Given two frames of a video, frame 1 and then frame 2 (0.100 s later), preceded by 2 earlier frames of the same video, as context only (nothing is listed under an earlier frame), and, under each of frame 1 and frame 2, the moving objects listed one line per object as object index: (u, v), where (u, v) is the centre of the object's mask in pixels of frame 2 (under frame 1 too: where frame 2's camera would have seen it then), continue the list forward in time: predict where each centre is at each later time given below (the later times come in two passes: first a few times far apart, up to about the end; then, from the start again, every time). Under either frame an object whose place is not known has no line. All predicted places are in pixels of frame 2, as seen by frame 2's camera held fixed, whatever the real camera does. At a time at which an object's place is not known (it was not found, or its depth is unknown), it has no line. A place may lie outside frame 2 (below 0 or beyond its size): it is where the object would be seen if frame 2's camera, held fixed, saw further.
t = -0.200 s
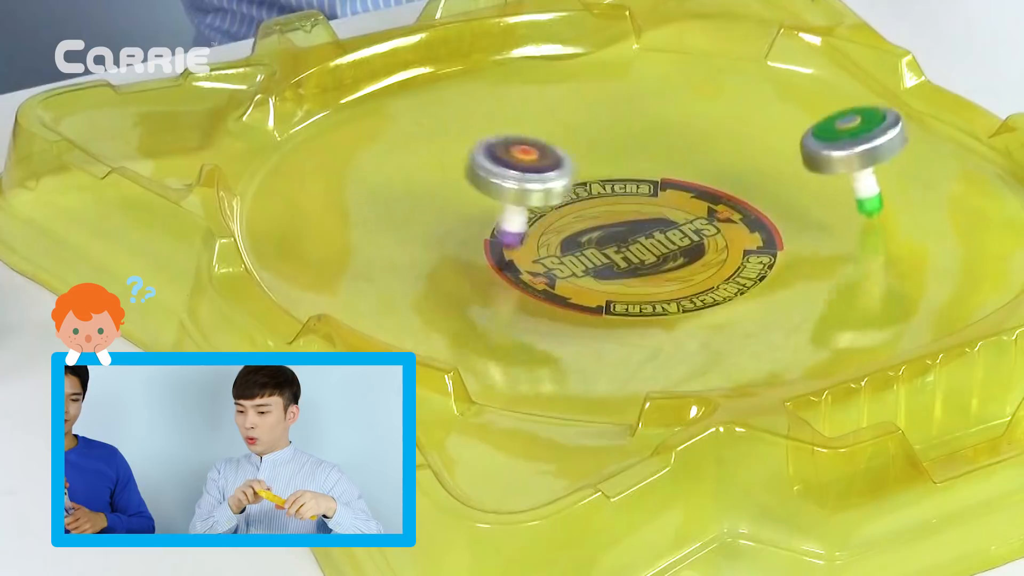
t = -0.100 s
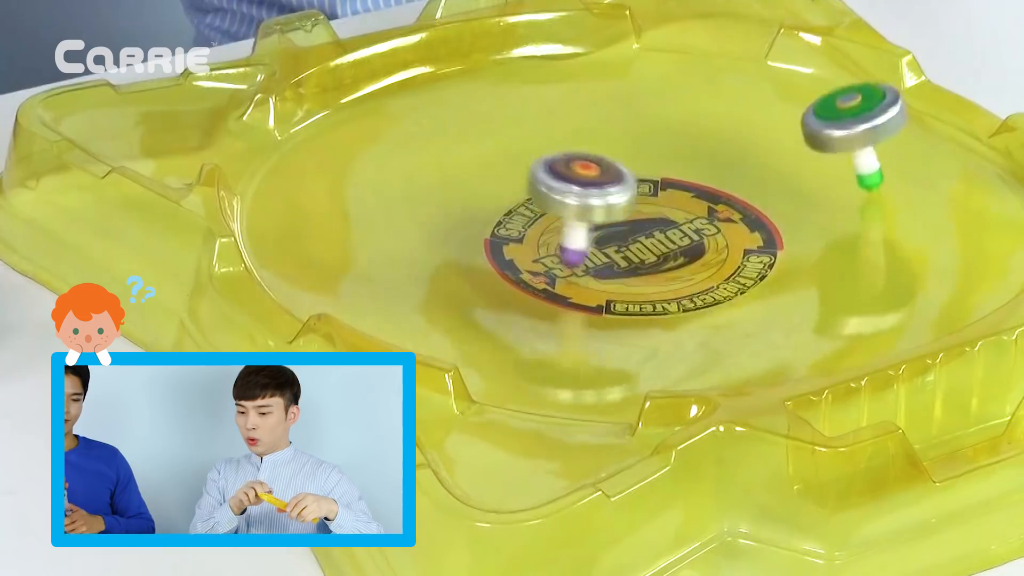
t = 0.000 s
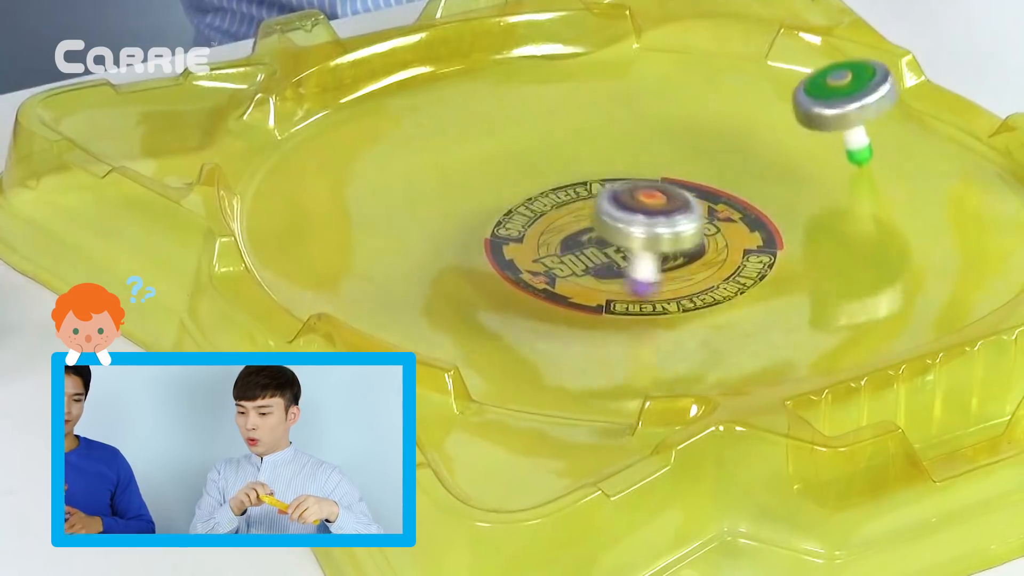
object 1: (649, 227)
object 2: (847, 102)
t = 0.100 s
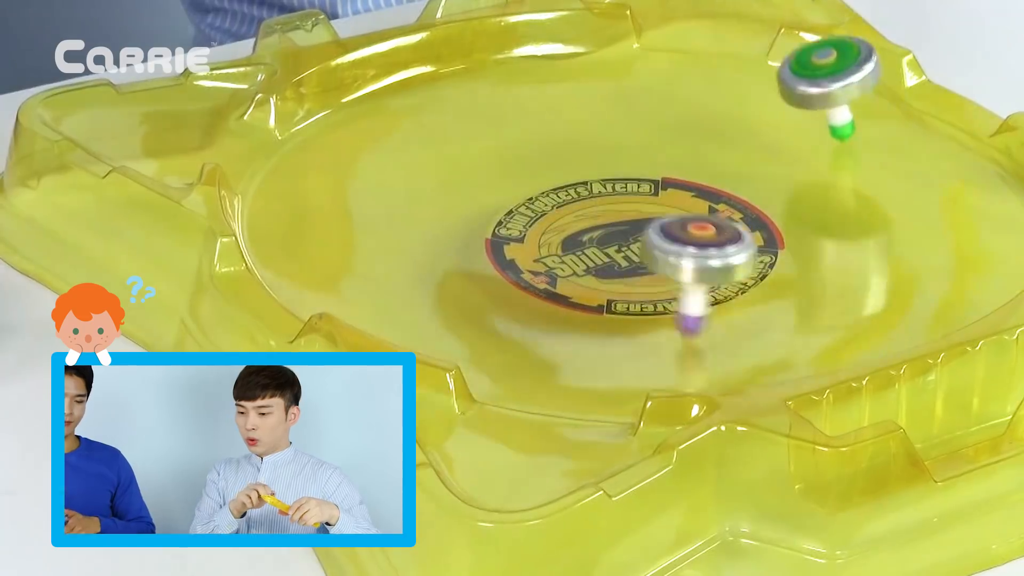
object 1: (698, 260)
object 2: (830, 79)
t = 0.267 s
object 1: (698, 307)
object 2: (786, 44)
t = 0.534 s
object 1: (647, 332)
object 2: (721, 28)
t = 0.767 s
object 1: (608, 288)
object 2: (606, 36)
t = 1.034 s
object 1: (641, 176)
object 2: (475, 62)
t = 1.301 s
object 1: (821, 90)
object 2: (408, 111)
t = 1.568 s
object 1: (975, 113)
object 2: (409, 164)
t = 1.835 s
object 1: (919, 196)
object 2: (492, 215)
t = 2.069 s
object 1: (733, 215)
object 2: (473, 242)
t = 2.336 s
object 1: (869, 132)
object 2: (315, 230)
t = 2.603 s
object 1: (869, 102)
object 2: (439, 217)
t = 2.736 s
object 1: (834, 97)
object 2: (518, 205)
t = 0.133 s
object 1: (704, 270)
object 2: (822, 72)
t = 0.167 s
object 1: (707, 280)
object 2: (814, 65)
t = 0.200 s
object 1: (706, 290)
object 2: (805, 58)
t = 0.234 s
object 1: (703, 298)
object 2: (796, 51)
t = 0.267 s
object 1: (698, 307)
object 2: (786, 44)
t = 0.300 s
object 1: (692, 314)
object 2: (777, 38)
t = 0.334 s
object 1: (686, 319)
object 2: (768, 34)
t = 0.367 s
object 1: (679, 324)
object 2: (758, 30)
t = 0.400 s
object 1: (672, 327)
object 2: (750, 27)
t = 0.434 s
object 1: (666, 336)
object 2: (743, 25)
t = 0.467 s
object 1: (660, 336)
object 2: (738, 26)
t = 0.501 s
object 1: (652, 335)
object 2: (732, 27)
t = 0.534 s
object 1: (647, 332)
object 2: (721, 28)
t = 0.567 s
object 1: (643, 328)
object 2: (710, 29)
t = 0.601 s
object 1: (639, 323)
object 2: (697, 30)
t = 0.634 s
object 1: (634, 317)
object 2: (682, 30)
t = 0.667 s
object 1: (628, 311)
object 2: (665, 32)
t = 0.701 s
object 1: (623, 305)
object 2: (646, 33)
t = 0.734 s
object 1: (616, 297)
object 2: (627, 35)
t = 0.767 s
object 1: (608, 288)
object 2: (606, 36)
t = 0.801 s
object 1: (602, 278)
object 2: (586, 38)
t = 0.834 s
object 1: (596, 268)
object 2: (567, 39)
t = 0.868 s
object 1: (592, 256)
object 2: (549, 41)
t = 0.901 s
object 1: (594, 240)
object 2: (532, 44)
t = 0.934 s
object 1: (598, 225)
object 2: (515, 48)
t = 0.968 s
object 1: (610, 208)
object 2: (501, 52)
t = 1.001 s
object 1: (625, 192)
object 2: (487, 56)
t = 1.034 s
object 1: (641, 176)
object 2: (475, 62)
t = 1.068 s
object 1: (663, 160)
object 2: (462, 67)
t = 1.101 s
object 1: (684, 144)
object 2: (451, 73)
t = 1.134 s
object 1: (707, 134)
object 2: (441, 79)
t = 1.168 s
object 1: (732, 124)
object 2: (433, 86)
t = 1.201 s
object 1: (756, 110)
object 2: (424, 92)
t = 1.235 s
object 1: (778, 100)
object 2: (418, 98)
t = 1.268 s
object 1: (799, 94)
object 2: (412, 104)
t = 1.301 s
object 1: (821, 90)
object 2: (408, 111)
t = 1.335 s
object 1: (843, 86)
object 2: (404, 118)
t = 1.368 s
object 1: (866, 83)
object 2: (402, 124)
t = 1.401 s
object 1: (888, 82)
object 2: (400, 131)
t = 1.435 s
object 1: (911, 82)
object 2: (399, 138)
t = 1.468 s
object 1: (933, 85)
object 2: (400, 144)
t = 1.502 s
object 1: (953, 91)
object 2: (401, 150)
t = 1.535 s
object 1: (968, 101)
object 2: (404, 157)
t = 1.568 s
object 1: (975, 113)
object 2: (409, 164)
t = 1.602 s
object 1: (978, 127)
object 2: (416, 170)
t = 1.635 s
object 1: (981, 141)
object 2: (424, 177)
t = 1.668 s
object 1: (982, 152)
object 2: (433, 183)
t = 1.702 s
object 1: (981, 162)
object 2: (443, 190)
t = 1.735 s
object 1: (976, 170)
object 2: (454, 196)
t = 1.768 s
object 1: (964, 177)
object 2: (466, 203)
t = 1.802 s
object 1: (944, 185)
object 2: (479, 210)
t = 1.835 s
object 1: (919, 196)
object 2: (492, 215)
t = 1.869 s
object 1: (890, 205)
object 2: (506, 220)
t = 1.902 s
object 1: (855, 212)
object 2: (522, 226)
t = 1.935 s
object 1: (815, 221)
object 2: (538, 230)
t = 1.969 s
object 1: (765, 231)
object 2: (555, 235)
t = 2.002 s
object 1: (713, 234)
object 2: (571, 239)
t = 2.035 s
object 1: (710, 228)
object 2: (534, 243)
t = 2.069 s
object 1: (733, 215)
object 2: (473, 242)
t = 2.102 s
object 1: (758, 201)
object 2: (421, 240)
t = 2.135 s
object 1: (780, 187)
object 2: (376, 238)
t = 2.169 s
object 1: (800, 175)
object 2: (344, 237)
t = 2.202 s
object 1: (818, 163)
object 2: (320, 236)
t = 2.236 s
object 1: (834, 154)
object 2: (308, 234)
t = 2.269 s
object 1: (849, 145)
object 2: (303, 233)
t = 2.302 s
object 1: (861, 138)
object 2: (307, 232)
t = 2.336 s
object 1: (869, 132)
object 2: (315, 230)
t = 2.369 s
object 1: (875, 127)
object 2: (327, 229)
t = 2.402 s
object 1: (879, 122)
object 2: (341, 227)
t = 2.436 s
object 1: (881, 118)
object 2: (355, 226)
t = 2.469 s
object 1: (881, 114)
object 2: (371, 224)
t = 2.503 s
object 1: (880, 110)
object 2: (388, 223)
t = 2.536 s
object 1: (878, 107)
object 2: (405, 221)
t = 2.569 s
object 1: (874, 105)
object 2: (421, 219)
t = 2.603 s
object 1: (869, 102)
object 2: (439, 217)
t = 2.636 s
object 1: (862, 101)
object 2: (457, 215)
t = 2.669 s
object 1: (854, 99)
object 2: (476, 212)
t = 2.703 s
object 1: (845, 97)
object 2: (497, 209)
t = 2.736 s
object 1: (834, 97)
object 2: (518, 205)
